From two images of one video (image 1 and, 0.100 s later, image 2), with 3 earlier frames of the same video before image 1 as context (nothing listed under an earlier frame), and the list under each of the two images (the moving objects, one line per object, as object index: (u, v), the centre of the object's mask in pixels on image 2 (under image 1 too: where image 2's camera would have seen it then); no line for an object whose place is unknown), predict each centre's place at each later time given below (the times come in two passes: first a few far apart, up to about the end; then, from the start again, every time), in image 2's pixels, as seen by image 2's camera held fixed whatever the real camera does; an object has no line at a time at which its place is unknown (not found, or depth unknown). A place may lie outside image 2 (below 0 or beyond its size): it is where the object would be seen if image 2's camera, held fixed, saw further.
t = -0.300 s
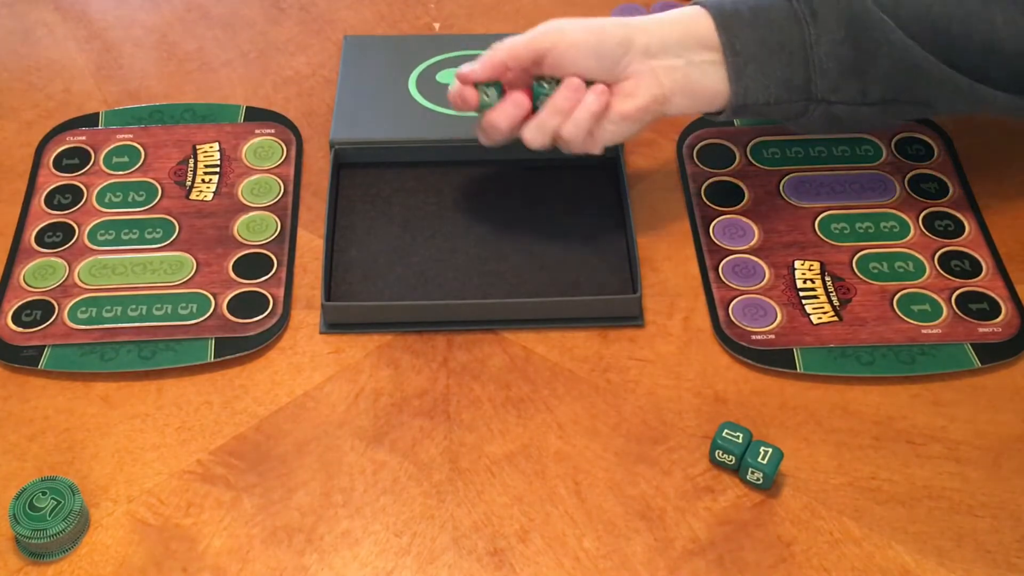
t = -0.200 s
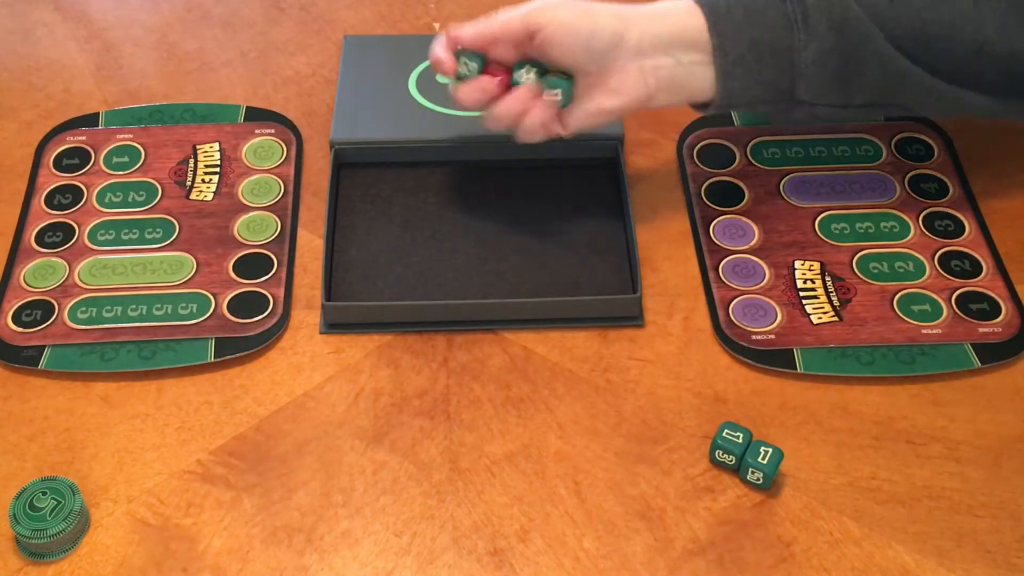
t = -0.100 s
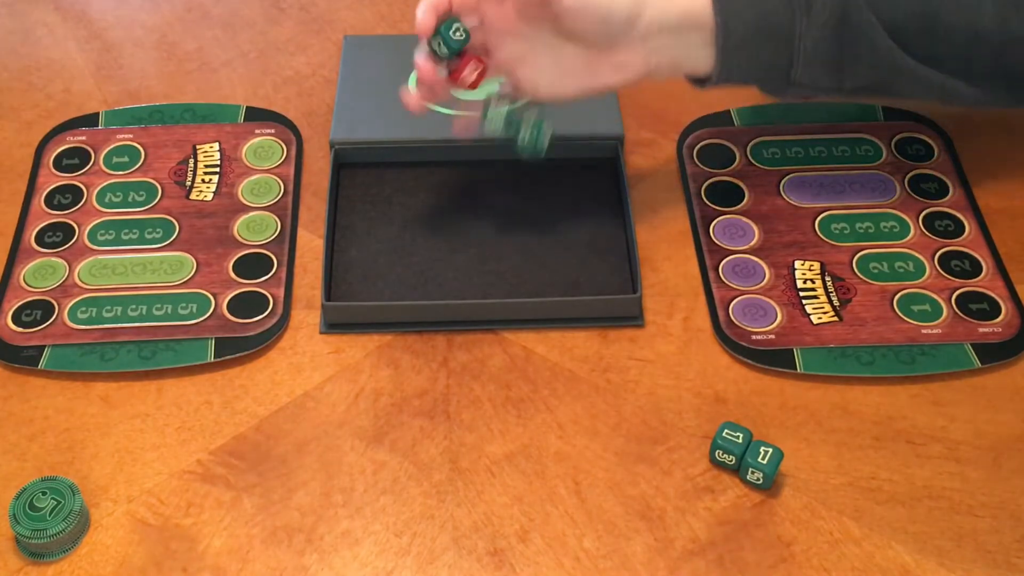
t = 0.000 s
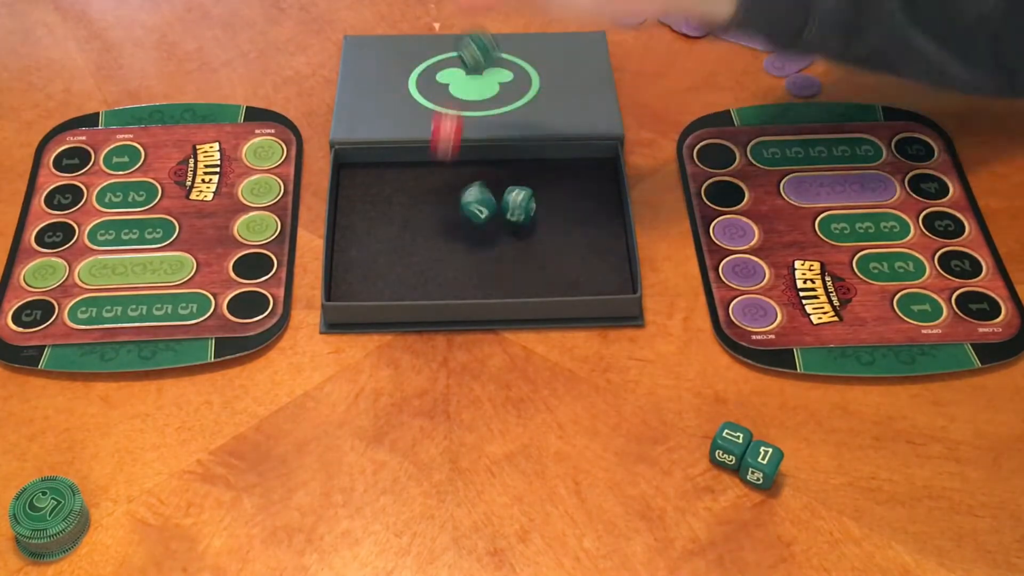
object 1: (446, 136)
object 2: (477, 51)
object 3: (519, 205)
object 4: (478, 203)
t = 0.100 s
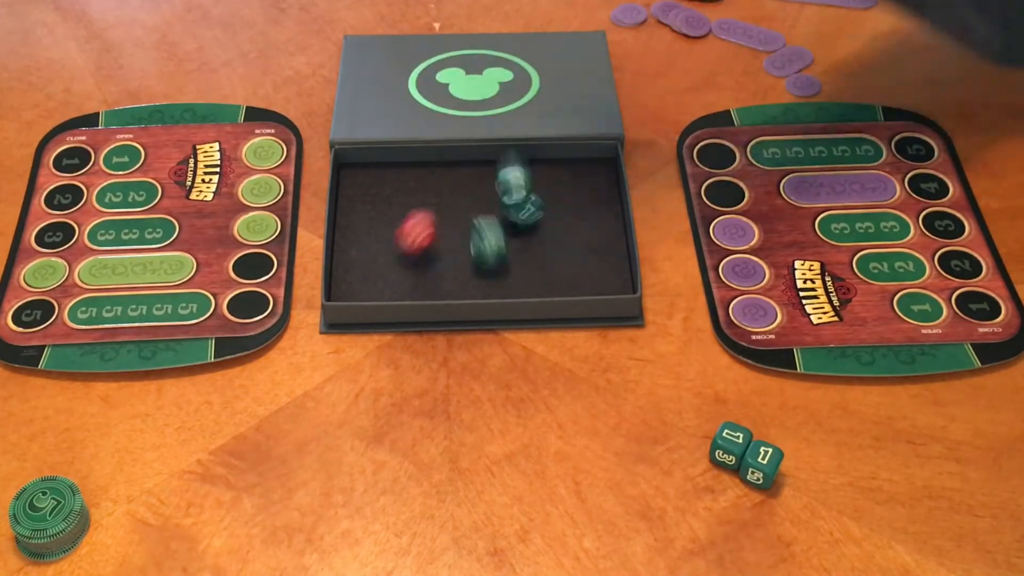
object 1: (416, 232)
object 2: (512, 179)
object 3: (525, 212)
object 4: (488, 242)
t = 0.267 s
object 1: (339, 263)
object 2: (477, 218)
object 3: (574, 218)
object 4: (504, 279)
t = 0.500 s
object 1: (376, 277)
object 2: (452, 208)
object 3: (581, 212)
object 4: (507, 284)
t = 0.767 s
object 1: (377, 277)
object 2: (437, 204)
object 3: (580, 212)
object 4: (507, 284)
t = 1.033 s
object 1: (377, 277)
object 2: (437, 204)
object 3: (580, 212)
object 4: (507, 284)
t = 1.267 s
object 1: (377, 277)
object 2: (437, 204)
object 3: (580, 212)
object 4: (507, 284)
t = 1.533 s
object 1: (377, 277)
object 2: (437, 204)
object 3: (580, 212)
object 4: (507, 284)
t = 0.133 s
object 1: (400, 256)
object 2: (506, 180)
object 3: (538, 206)
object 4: (489, 249)
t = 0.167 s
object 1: (378, 272)
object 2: (497, 182)
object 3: (550, 211)
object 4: (492, 257)
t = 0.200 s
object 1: (359, 278)
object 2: (489, 197)
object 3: (560, 214)
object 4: (495, 267)
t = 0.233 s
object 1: (346, 268)
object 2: (480, 220)
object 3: (568, 216)
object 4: (499, 277)
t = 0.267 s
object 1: (339, 263)
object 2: (477, 218)
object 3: (574, 218)
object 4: (504, 279)
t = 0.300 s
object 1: (344, 260)
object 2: (475, 218)
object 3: (579, 218)
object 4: (506, 282)
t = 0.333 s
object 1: (350, 267)
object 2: (474, 212)
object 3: (582, 217)
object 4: (507, 283)
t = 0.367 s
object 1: (357, 264)
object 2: (471, 212)
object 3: (583, 216)
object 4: (507, 284)
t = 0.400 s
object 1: (365, 267)
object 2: (467, 208)
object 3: (584, 214)
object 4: (507, 284)
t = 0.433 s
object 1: (370, 269)
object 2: (463, 206)
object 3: (583, 212)
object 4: (507, 284)
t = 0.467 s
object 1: (374, 274)
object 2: (458, 207)
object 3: (581, 212)
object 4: (507, 284)
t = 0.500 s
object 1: (376, 277)
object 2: (452, 208)
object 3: (581, 212)
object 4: (507, 284)
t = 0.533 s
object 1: (377, 277)
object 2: (446, 209)
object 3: (581, 212)
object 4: (507, 284)
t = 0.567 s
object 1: (377, 277)
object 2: (441, 208)
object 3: (581, 212)
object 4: (507, 284)
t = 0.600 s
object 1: (377, 277)
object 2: (437, 207)
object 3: (581, 212)
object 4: (507, 284)
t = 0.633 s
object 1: (377, 277)
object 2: (436, 205)
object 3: (581, 212)
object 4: (507, 284)
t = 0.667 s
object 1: (377, 277)
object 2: (437, 204)
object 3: (580, 212)
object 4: (507, 284)
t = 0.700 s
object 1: (377, 277)
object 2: (437, 204)
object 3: (580, 212)
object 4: (507, 284)
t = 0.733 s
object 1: (377, 277)
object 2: (437, 204)
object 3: (580, 212)
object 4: (507, 284)
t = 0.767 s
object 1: (377, 277)
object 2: (437, 204)
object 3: (580, 212)
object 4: (507, 284)
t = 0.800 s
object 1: (377, 277)
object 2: (437, 204)
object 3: (580, 212)
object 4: (507, 284)
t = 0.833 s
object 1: (377, 277)
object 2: (437, 204)
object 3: (580, 212)
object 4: (507, 284)
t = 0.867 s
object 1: (377, 277)
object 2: (437, 204)
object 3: (580, 212)
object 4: (507, 284)
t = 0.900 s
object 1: (377, 277)
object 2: (437, 204)
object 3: (580, 212)
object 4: (507, 284)
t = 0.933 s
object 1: (377, 277)
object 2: (437, 204)
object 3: (580, 212)
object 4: (507, 284)
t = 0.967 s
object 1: (377, 277)
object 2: (437, 204)
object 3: (580, 212)
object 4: (507, 284)
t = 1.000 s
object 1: (377, 277)
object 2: (437, 204)
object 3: (580, 212)
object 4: (507, 284)
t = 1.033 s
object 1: (377, 277)
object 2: (437, 204)
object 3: (580, 212)
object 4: (507, 284)
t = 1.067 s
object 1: (377, 277)
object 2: (437, 204)
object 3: (580, 212)
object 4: (507, 284)
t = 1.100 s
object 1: (377, 277)
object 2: (437, 204)
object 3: (580, 212)
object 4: (507, 284)
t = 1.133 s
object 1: (377, 277)
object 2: (437, 204)
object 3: (580, 212)
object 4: (507, 284)
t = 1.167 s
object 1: (377, 277)
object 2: (437, 204)
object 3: (580, 212)
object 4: (507, 284)
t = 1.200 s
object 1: (377, 277)
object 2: (437, 204)
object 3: (580, 212)
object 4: (507, 284)
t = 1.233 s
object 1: (377, 277)
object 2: (437, 204)
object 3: (580, 212)
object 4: (507, 284)
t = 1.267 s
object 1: (377, 277)
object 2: (437, 204)
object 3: (580, 212)
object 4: (507, 284)
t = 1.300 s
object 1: (377, 277)
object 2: (437, 204)
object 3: (580, 212)
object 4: (507, 284)
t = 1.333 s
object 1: (377, 277)
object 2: (437, 204)
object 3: (580, 212)
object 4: (507, 284)
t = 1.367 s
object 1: (377, 277)
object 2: (437, 204)
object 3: (580, 212)
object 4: (507, 284)
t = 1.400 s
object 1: (377, 277)
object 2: (437, 204)
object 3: (580, 212)
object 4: (507, 284)
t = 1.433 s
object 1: (377, 277)
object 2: (437, 204)
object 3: (580, 212)
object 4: (507, 284)
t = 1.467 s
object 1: (377, 277)
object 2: (437, 204)
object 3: (580, 212)
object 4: (507, 284)
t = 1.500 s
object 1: (377, 277)
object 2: (437, 204)
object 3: (580, 212)
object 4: (507, 284)
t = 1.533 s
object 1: (377, 277)
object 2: (437, 204)
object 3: (580, 212)
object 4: (507, 284)
